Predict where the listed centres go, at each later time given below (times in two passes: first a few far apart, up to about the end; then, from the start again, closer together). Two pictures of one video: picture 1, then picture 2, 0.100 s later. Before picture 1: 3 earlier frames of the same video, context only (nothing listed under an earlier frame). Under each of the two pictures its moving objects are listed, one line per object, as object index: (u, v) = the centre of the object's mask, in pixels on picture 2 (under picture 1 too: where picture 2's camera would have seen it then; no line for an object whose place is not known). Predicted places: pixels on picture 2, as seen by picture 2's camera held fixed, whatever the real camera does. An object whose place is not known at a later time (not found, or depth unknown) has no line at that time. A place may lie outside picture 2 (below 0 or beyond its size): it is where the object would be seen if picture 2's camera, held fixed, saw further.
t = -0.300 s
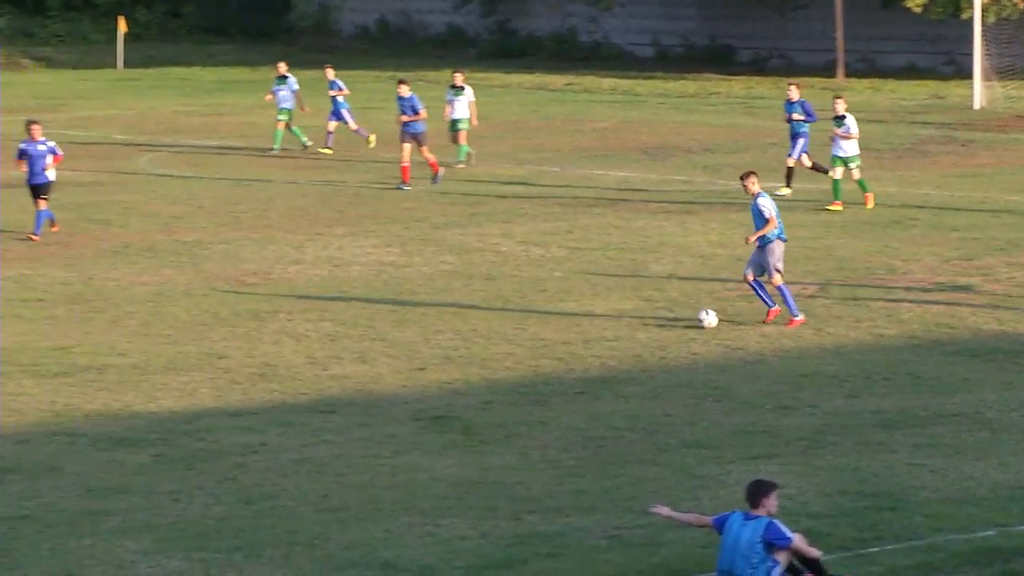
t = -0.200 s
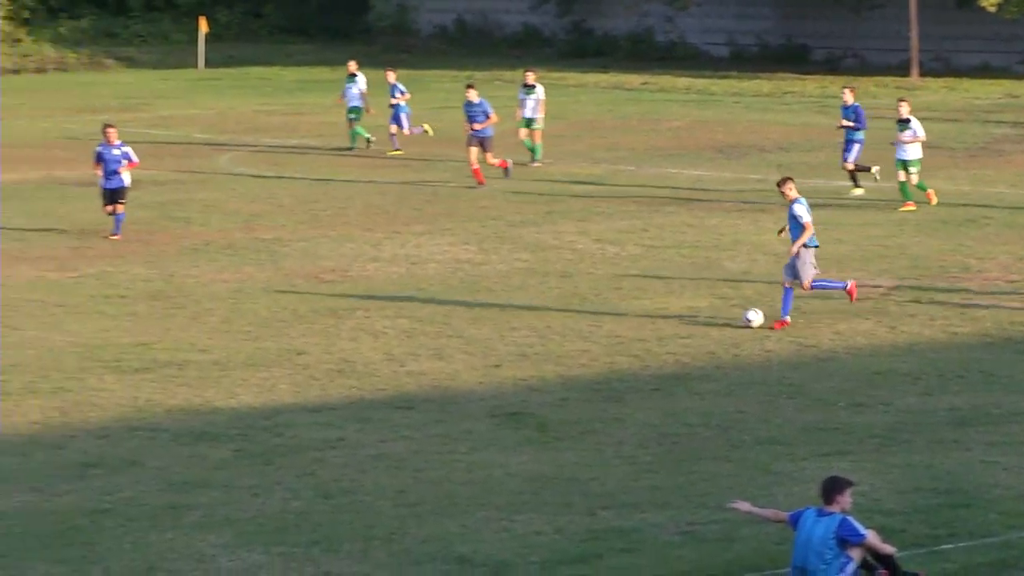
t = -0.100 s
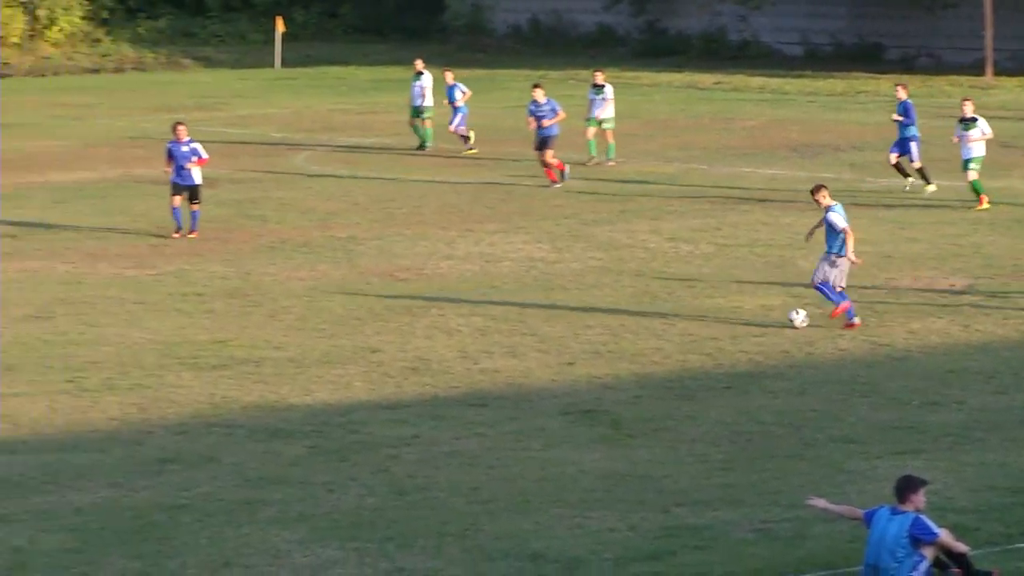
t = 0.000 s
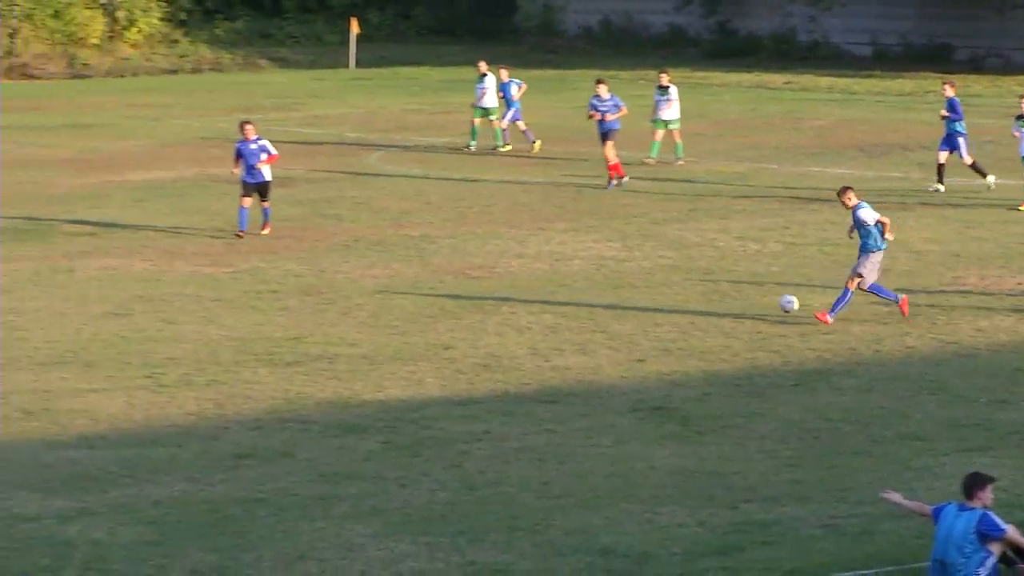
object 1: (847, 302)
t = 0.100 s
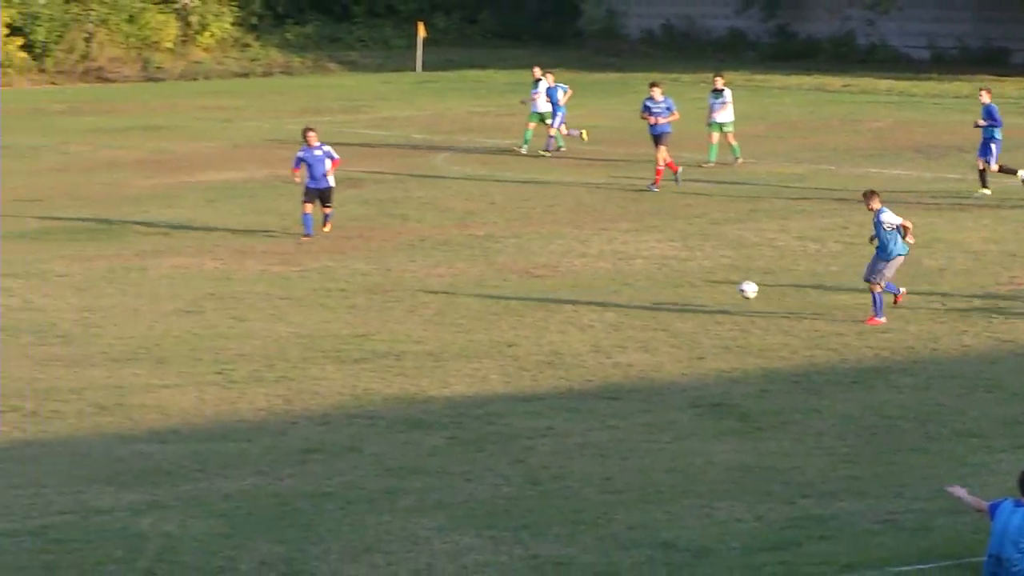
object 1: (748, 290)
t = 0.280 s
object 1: (597, 287)
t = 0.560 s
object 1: (431, 255)
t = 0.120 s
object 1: (730, 288)
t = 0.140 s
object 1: (712, 287)
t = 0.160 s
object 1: (695, 286)
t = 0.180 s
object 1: (677, 285)
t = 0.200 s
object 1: (660, 286)
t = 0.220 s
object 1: (644, 285)
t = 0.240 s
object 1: (628, 285)
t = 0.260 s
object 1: (612, 286)
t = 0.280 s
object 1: (597, 287)
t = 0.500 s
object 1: (463, 256)
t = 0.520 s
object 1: (452, 256)
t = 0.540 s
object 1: (441, 255)
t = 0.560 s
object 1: (431, 255)
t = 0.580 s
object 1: (420, 256)
